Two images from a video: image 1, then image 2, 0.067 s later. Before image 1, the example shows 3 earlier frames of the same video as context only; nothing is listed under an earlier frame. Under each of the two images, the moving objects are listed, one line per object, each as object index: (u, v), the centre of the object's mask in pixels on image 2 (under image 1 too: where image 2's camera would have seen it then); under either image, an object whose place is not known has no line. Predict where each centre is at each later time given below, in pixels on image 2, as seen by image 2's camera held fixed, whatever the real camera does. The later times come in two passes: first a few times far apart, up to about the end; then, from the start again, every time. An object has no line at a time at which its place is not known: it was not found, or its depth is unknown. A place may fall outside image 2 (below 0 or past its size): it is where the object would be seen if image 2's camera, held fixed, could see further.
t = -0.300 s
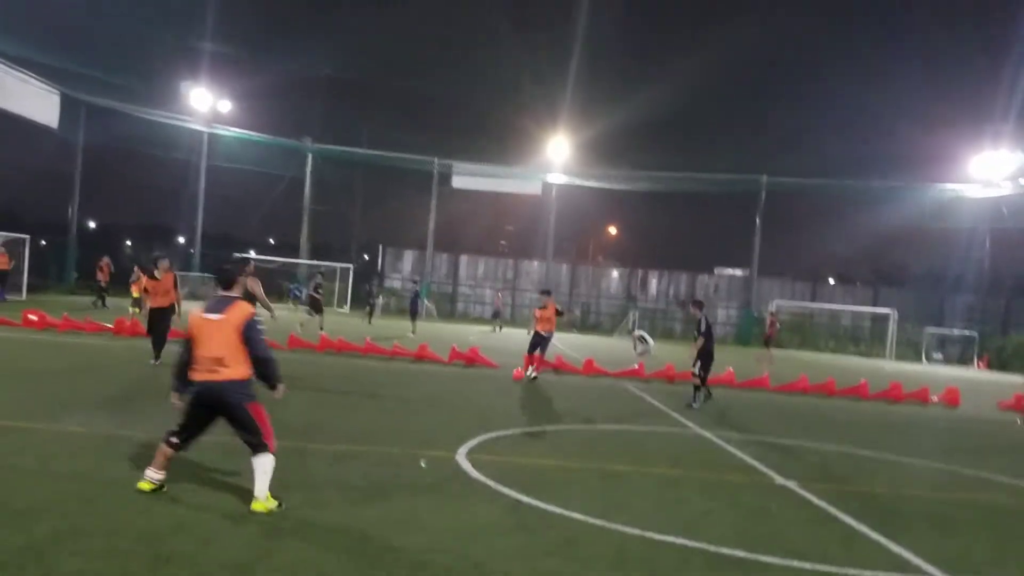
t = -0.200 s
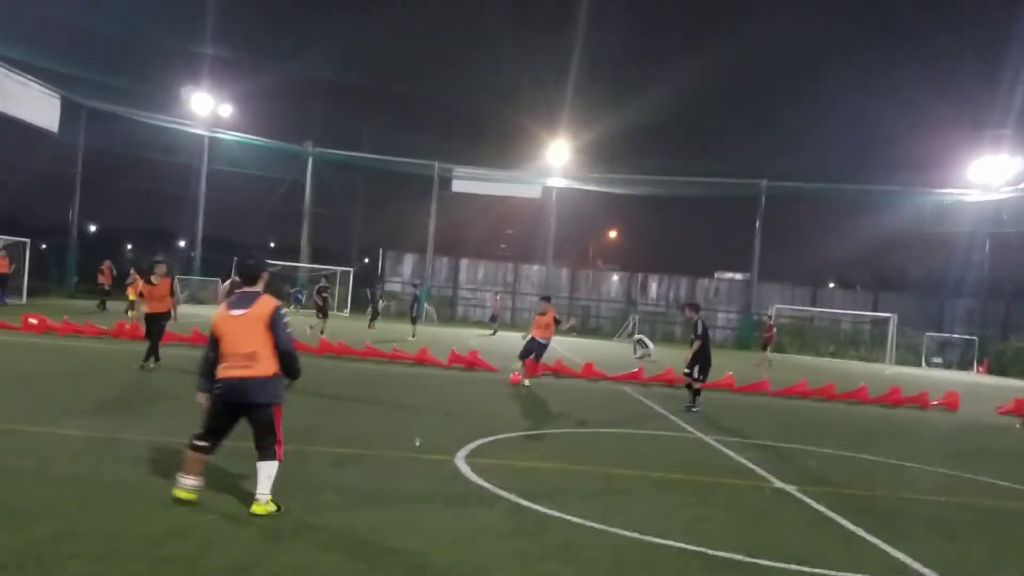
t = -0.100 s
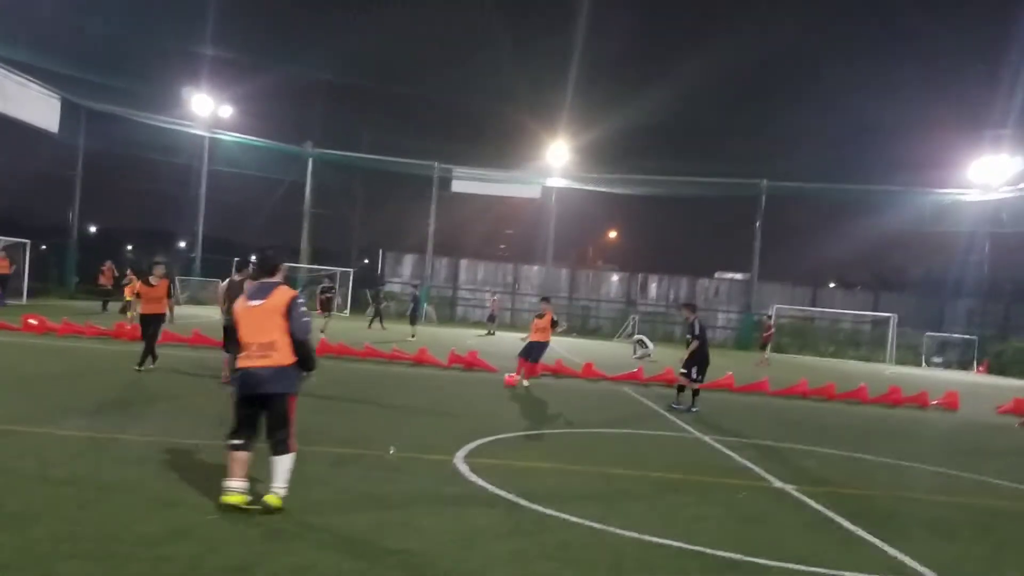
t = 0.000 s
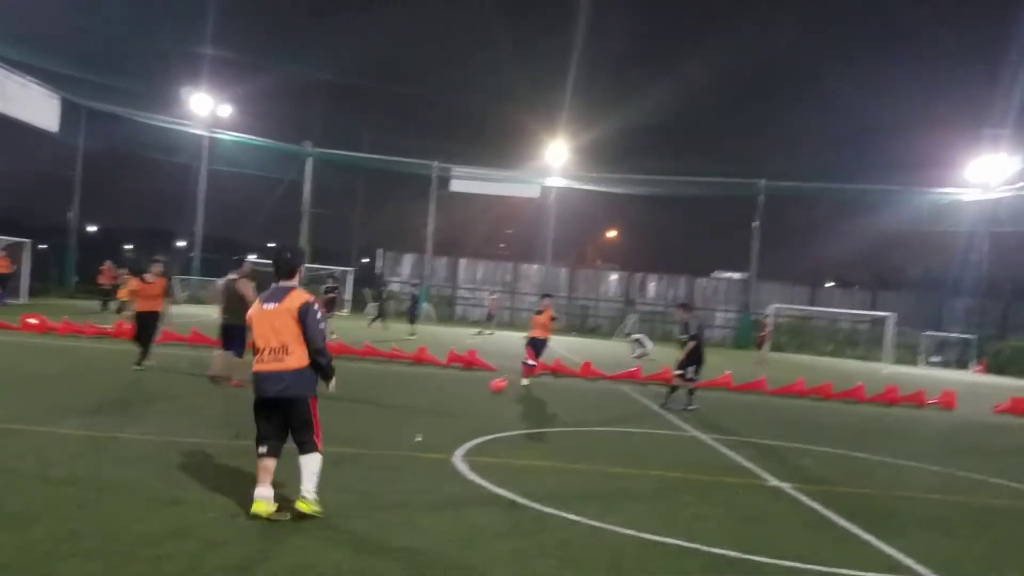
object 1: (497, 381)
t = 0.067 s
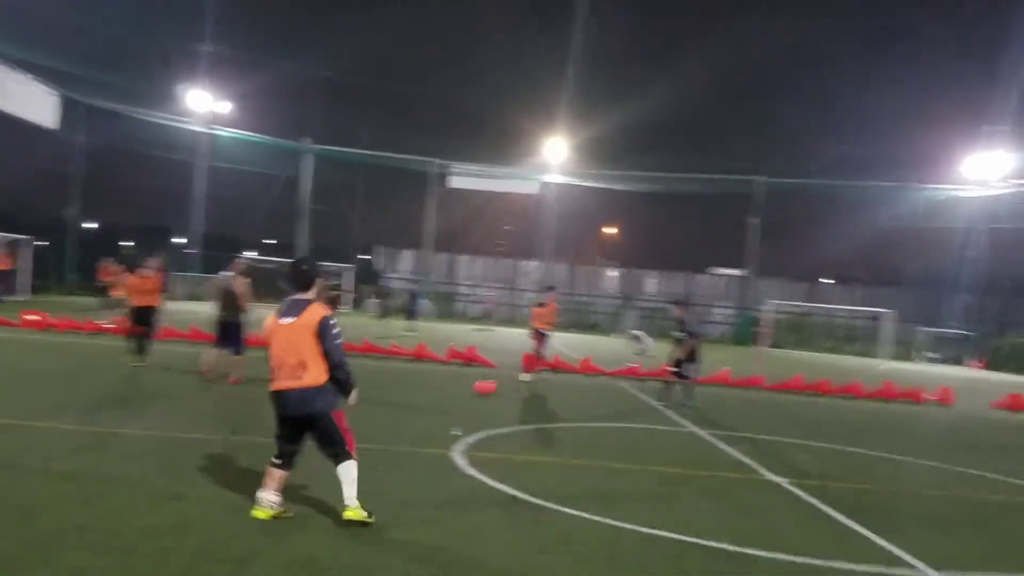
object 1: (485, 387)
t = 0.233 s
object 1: (461, 400)
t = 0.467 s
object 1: (417, 424)
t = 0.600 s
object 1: (387, 440)
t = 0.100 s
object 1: (481, 389)
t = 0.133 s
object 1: (476, 392)
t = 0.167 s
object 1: (471, 395)
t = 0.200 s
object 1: (466, 397)
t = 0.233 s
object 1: (461, 400)
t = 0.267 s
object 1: (456, 402)
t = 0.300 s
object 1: (451, 404)
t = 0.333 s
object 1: (446, 408)
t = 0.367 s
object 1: (440, 412)
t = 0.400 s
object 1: (432, 416)
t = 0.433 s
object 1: (424, 420)
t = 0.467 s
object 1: (417, 424)
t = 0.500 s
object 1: (411, 428)
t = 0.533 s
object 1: (403, 432)
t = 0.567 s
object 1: (395, 437)
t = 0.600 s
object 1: (387, 440)
